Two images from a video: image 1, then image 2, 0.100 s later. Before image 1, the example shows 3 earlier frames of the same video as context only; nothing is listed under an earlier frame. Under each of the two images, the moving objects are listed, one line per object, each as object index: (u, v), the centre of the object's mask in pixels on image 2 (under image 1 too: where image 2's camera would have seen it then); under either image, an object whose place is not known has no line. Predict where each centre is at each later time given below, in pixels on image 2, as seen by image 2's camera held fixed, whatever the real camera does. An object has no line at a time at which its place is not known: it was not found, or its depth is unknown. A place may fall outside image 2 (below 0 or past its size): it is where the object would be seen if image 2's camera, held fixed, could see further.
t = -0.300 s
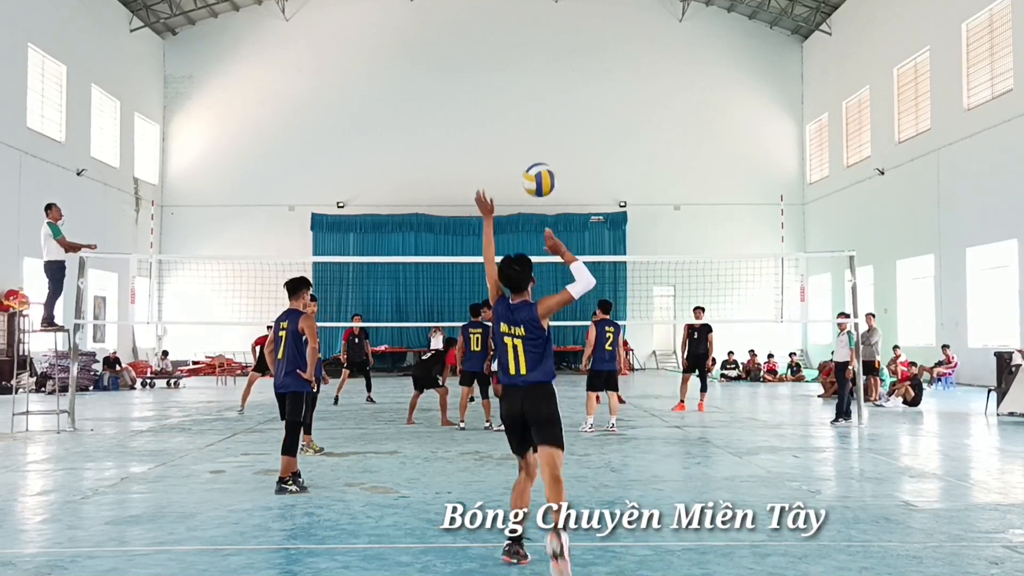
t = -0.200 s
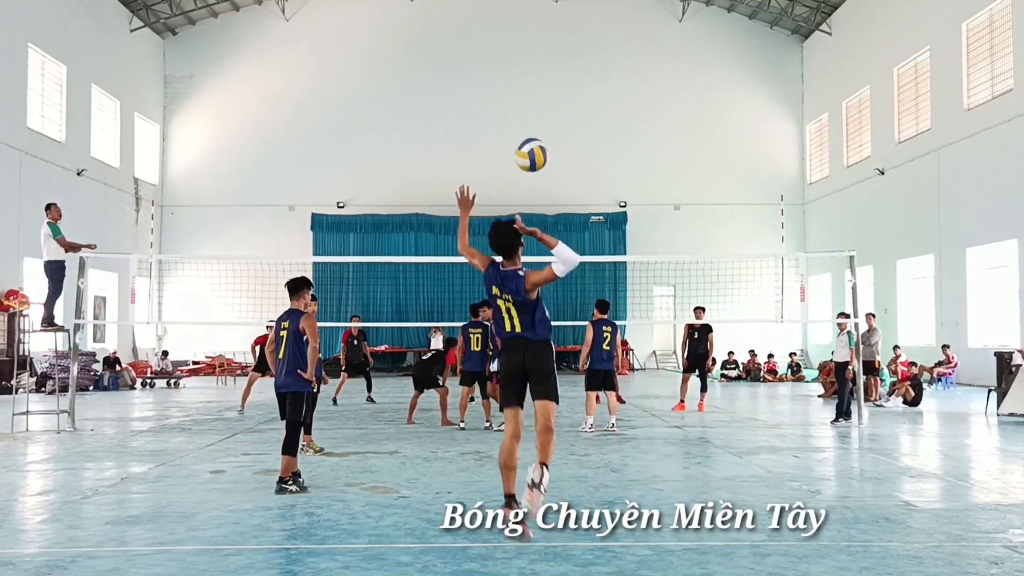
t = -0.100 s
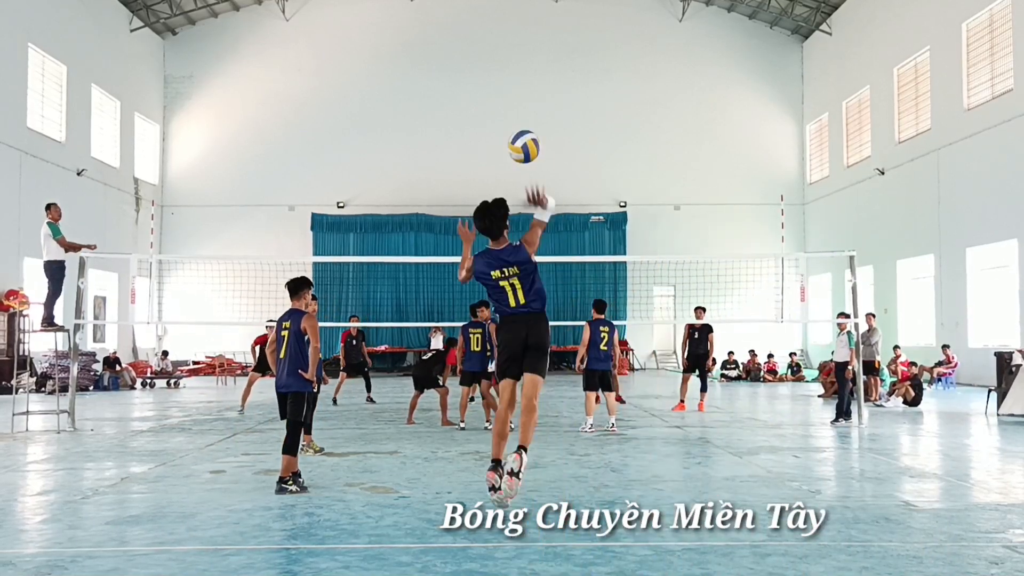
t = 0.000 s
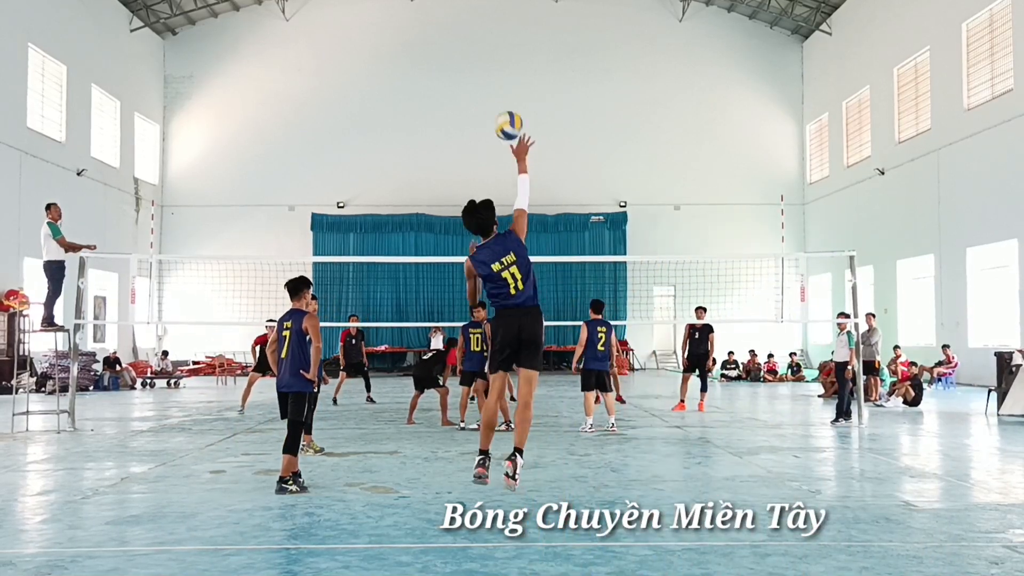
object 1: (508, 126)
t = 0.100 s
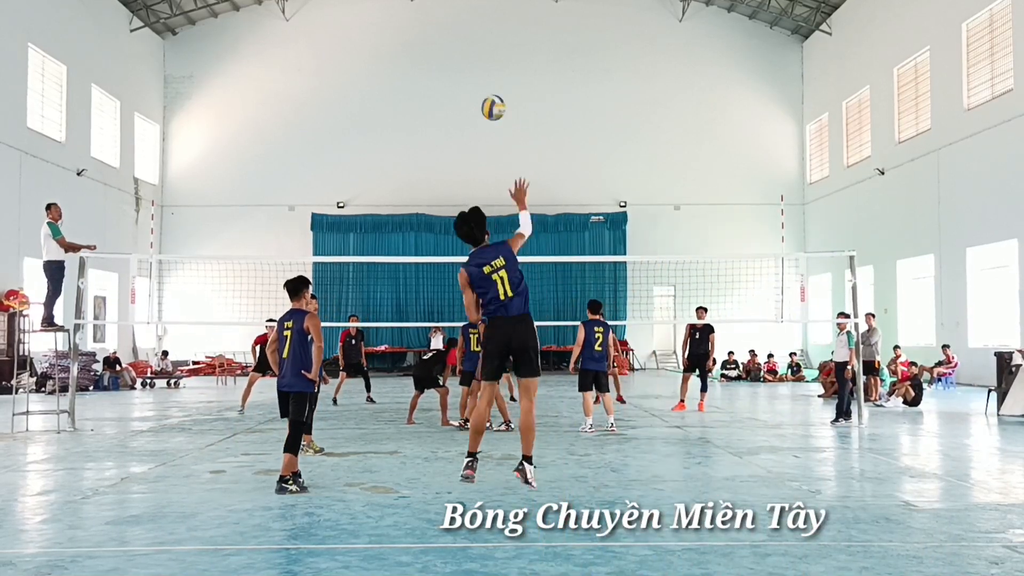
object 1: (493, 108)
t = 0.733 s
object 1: (443, 229)
